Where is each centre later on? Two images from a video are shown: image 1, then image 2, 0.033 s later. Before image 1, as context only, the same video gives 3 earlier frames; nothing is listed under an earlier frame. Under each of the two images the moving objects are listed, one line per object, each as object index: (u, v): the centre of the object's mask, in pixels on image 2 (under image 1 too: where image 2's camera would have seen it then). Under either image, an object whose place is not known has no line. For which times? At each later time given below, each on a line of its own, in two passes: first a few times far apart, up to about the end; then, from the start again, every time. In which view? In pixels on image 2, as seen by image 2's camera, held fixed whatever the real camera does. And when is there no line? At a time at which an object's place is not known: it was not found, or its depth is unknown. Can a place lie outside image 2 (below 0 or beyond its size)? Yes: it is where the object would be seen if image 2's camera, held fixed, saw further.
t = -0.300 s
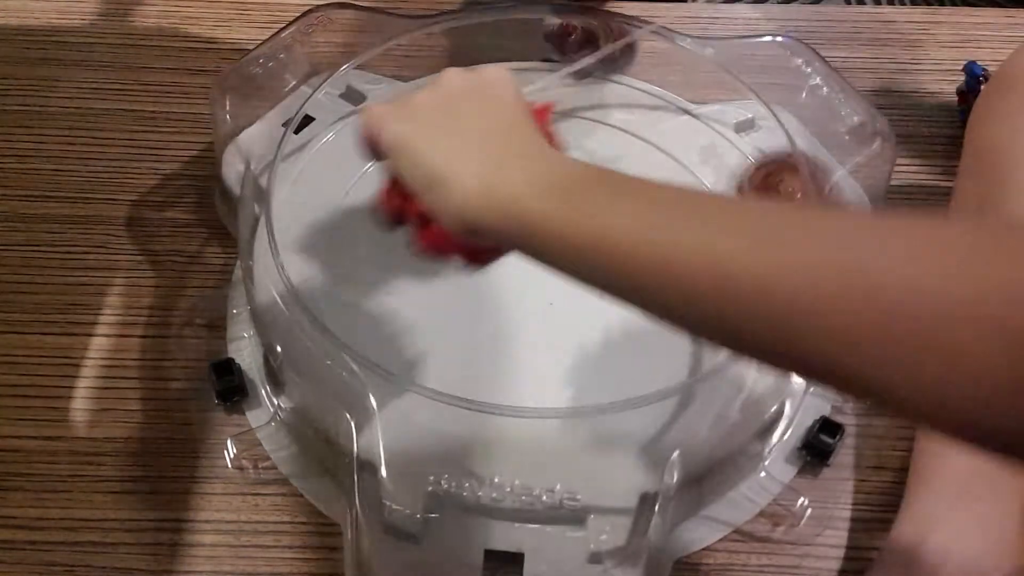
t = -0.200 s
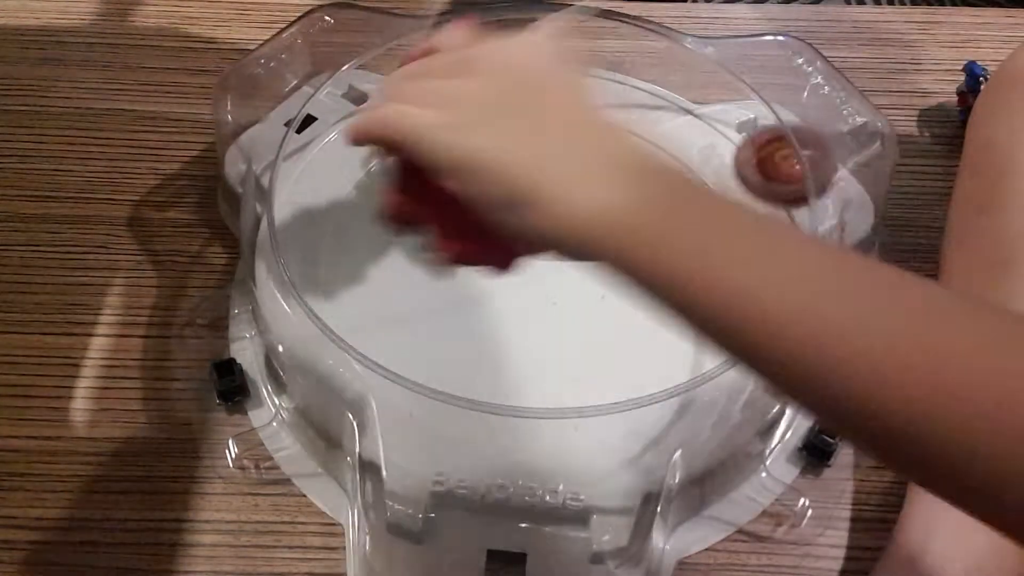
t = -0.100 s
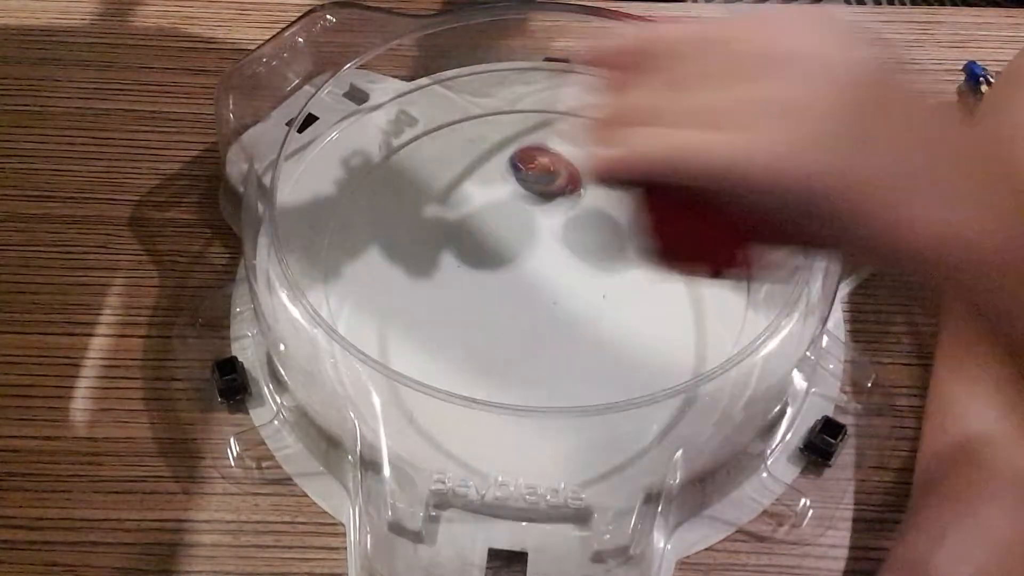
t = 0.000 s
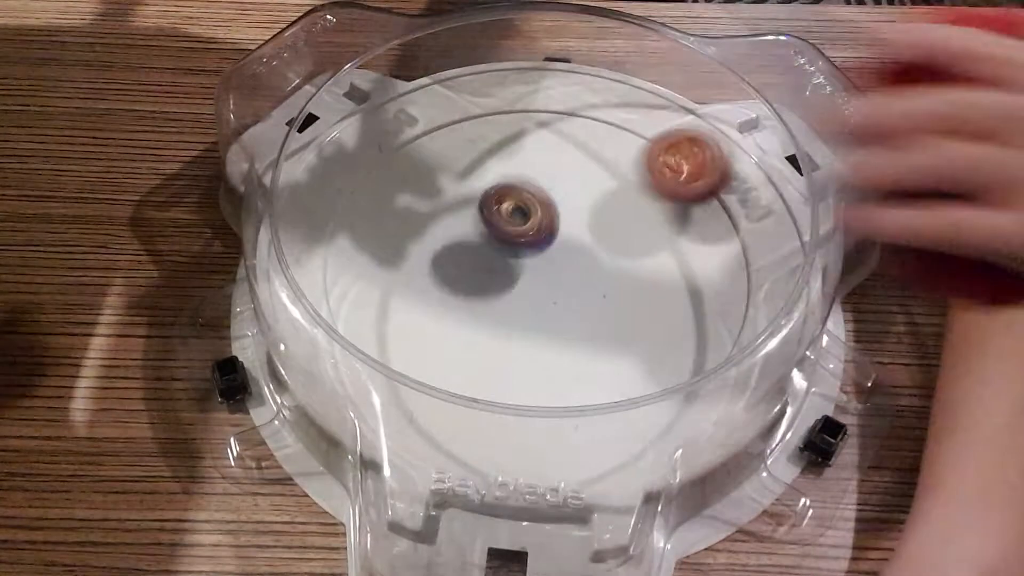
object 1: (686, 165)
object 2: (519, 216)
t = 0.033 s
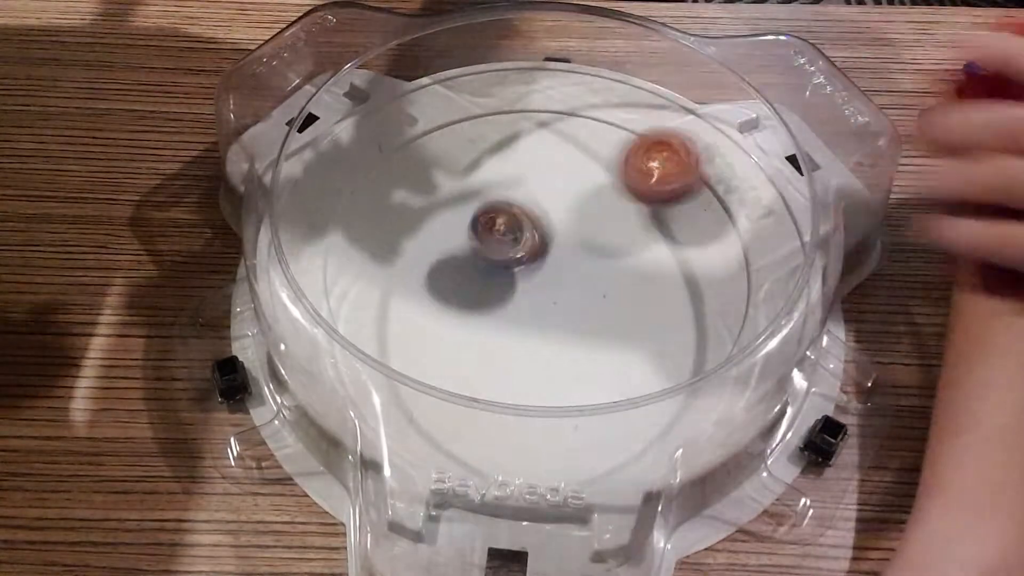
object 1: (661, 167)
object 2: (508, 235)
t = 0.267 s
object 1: (486, 236)
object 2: (499, 331)
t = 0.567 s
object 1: (513, 282)
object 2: (453, 406)
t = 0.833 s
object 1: (497, 159)
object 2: (444, 414)
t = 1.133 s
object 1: (452, 268)
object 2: (557, 253)
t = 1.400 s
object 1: (664, 246)
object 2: (543, 149)
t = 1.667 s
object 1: (596, 121)
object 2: (508, 163)
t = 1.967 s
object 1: (520, 212)
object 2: (416, 318)
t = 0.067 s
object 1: (636, 173)
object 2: (502, 259)
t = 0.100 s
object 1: (608, 181)
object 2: (498, 269)
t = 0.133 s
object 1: (578, 190)
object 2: (498, 287)
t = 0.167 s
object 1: (549, 204)
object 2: (498, 296)
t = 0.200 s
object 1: (523, 220)
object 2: (500, 300)
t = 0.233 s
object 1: (501, 229)
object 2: (498, 318)
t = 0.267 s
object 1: (486, 236)
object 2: (499, 331)
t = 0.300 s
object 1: (474, 245)
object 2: (499, 347)
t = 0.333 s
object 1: (463, 256)
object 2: (499, 357)
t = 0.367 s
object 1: (458, 269)
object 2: (501, 361)
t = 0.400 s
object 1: (457, 283)
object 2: (500, 363)
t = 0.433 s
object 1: (459, 297)
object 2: (499, 364)
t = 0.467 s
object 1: (466, 304)
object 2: (497, 370)
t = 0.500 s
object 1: (480, 300)
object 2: (486, 374)
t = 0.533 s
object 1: (497, 292)
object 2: (476, 392)
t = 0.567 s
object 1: (513, 282)
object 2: (453, 406)
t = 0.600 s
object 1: (526, 268)
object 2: (439, 412)
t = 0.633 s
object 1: (538, 249)
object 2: (435, 420)
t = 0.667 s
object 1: (542, 232)
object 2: (431, 424)
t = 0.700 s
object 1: (541, 214)
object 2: (431, 431)
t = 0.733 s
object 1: (537, 197)
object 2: (431, 429)
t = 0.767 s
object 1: (528, 182)
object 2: (432, 427)
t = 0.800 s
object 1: (514, 169)
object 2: (438, 419)
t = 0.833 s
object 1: (497, 159)
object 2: (444, 414)
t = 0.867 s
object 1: (477, 152)
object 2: (450, 402)
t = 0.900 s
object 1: (456, 153)
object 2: (457, 369)
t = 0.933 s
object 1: (440, 159)
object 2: (470, 363)
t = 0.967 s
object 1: (424, 169)
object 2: (482, 352)
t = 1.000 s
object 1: (414, 186)
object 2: (497, 333)
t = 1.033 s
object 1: (412, 203)
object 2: (512, 316)
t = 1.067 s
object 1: (416, 226)
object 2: (525, 295)
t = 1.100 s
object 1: (431, 250)
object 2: (541, 274)
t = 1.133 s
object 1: (452, 268)
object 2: (557, 253)
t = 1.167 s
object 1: (482, 282)
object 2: (568, 232)
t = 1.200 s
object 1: (510, 290)
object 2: (573, 215)
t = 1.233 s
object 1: (540, 294)
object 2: (576, 197)
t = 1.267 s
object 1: (572, 293)
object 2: (572, 182)
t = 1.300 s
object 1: (602, 287)
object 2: (567, 170)
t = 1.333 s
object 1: (626, 277)
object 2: (559, 159)
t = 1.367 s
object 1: (648, 262)
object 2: (551, 153)
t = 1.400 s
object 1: (664, 246)
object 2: (543, 149)
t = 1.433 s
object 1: (677, 225)
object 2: (537, 146)
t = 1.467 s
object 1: (683, 206)
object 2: (532, 146)
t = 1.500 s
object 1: (684, 186)
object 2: (526, 147)
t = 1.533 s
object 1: (676, 165)
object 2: (522, 151)
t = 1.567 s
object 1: (664, 146)
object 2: (518, 154)
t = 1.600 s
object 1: (646, 133)
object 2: (515, 158)
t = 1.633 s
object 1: (622, 123)
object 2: (512, 160)
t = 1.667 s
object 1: (596, 121)
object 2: (508, 163)
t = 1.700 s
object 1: (578, 118)
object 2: (495, 172)
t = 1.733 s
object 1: (573, 114)
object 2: (462, 189)
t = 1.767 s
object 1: (563, 114)
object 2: (437, 205)
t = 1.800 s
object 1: (549, 119)
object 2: (416, 222)
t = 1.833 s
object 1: (537, 131)
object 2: (402, 240)
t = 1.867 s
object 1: (526, 145)
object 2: (392, 261)
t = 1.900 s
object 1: (520, 164)
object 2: (391, 284)
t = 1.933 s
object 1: (519, 188)
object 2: (399, 302)
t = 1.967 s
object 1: (520, 212)
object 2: (416, 318)
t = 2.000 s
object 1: (526, 231)
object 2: (439, 327)
